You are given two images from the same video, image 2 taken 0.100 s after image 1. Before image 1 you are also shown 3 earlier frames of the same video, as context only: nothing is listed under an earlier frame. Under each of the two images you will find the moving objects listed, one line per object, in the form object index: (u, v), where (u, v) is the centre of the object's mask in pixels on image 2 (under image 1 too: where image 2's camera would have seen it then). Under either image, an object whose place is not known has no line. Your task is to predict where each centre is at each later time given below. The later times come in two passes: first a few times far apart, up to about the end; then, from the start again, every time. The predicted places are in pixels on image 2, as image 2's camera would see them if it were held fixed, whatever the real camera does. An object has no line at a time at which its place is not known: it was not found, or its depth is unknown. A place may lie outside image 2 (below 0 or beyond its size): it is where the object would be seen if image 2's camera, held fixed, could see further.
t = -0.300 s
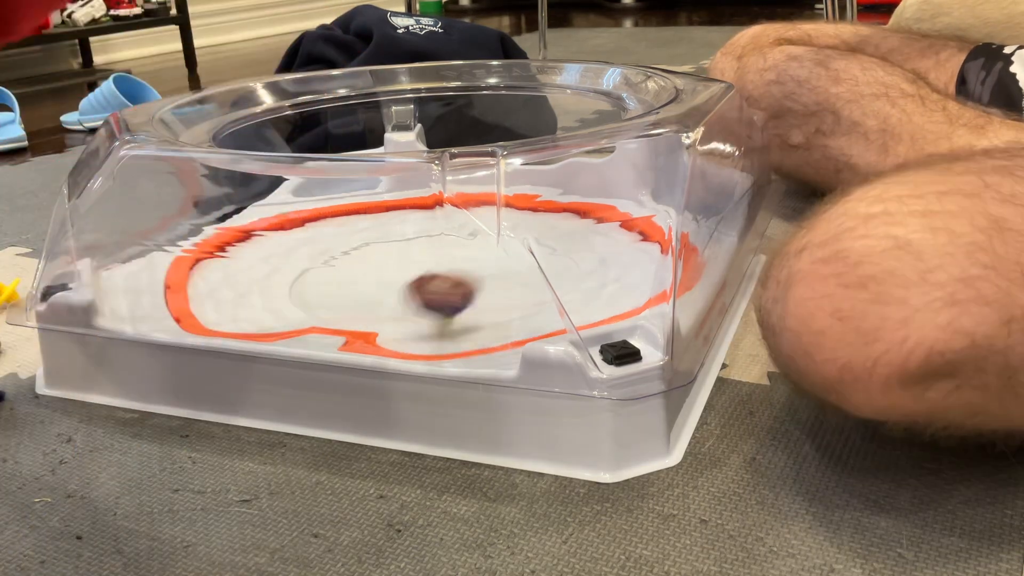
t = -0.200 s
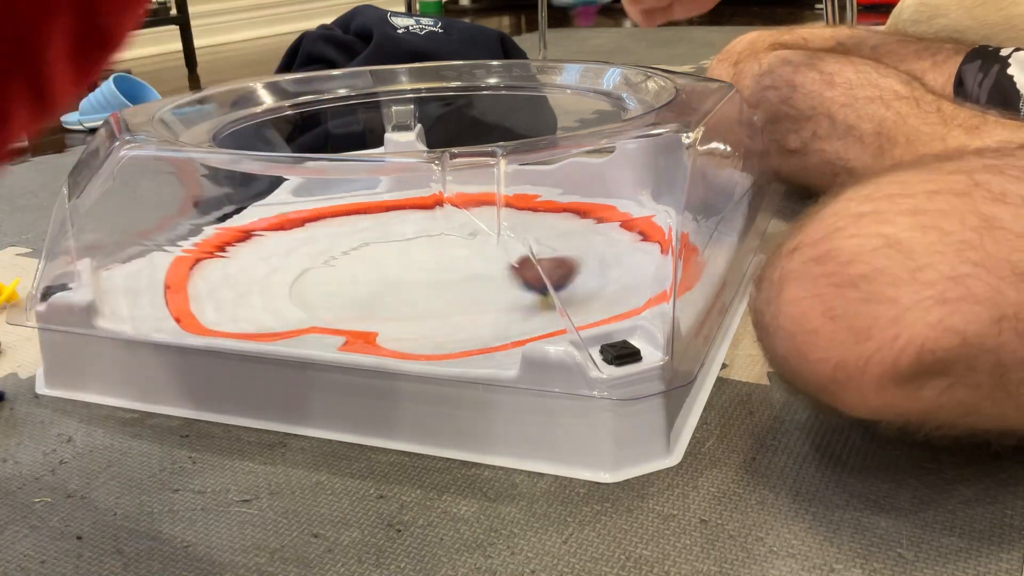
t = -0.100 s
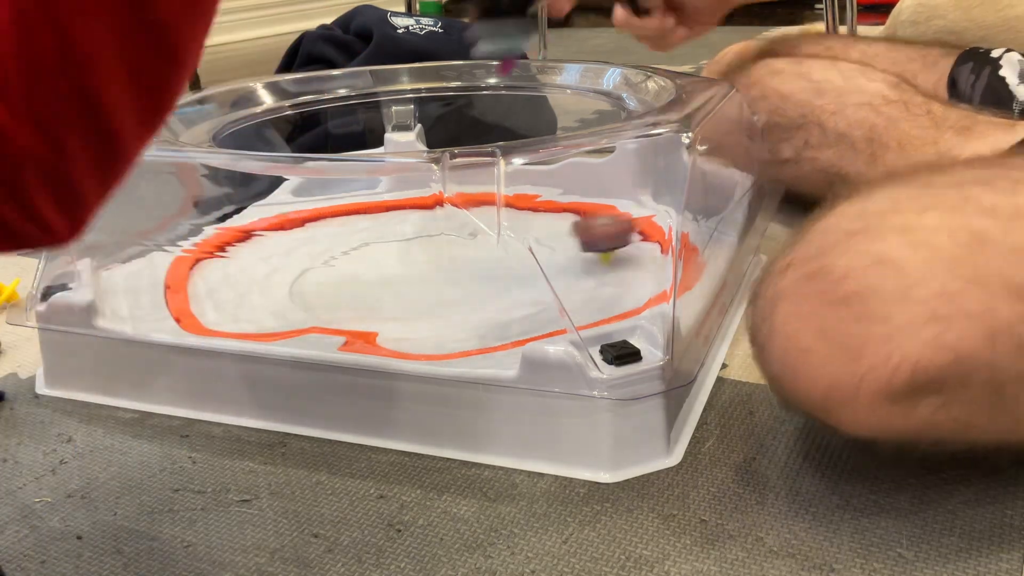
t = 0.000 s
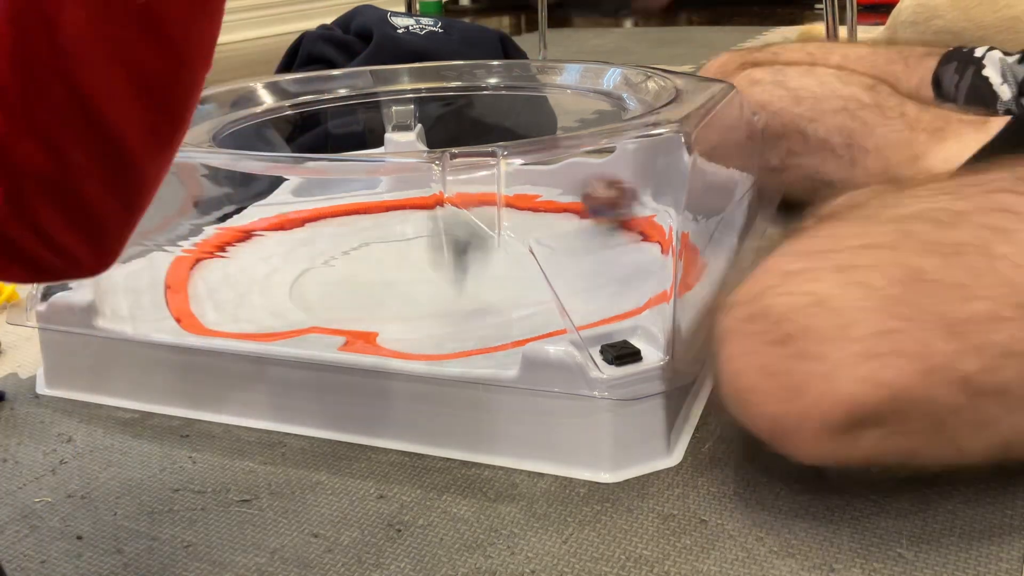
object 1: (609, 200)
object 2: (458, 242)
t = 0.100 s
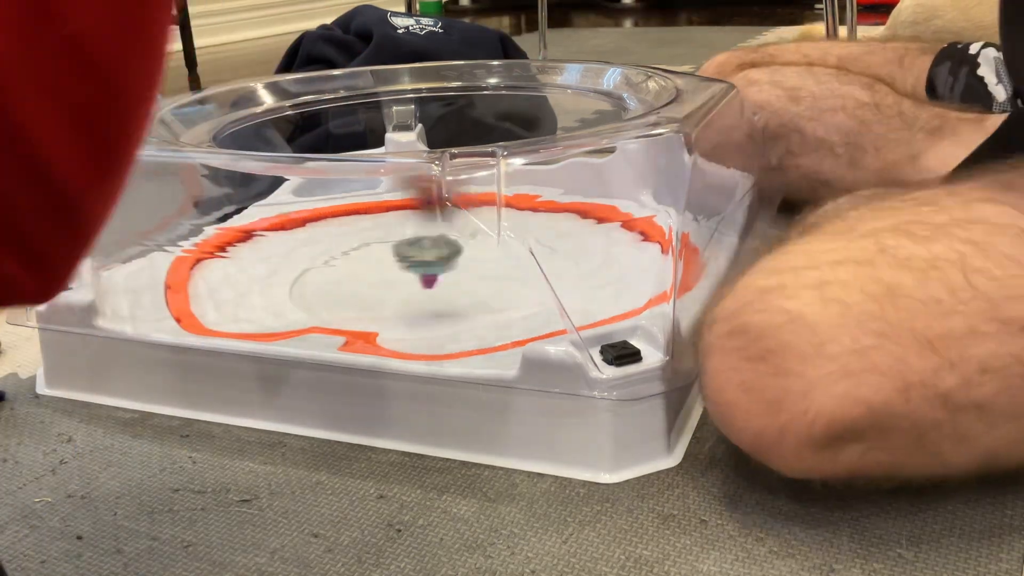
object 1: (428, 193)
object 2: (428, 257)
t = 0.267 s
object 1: (197, 262)
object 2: (398, 274)
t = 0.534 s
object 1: (397, 309)
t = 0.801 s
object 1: (597, 277)
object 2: (461, 306)
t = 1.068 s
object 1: (621, 259)
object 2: (491, 277)
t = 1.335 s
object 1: (505, 273)
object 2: (318, 220)
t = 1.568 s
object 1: (336, 275)
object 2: (212, 241)
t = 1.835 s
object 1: (232, 283)
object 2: (567, 187)
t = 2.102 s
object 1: (344, 281)
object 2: (349, 250)
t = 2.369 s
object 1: (402, 281)
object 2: (254, 245)
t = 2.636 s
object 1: (431, 246)
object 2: (338, 225)
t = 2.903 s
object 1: (468, 225)
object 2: (311, 213)
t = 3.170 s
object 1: (432, 265)
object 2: (332, 220)
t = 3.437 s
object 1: (539, 266)
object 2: (362, 204)
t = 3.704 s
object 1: (482, 253)
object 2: (376, 202)
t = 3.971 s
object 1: (359, 285)
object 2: (410, 232)
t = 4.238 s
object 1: (435, 294)
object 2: (503, 274)
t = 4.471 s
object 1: (462, 258)
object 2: (548, 259)
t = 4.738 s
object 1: (348, 233)
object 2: (505, 257)
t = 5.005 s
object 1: (336, 268)
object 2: (440, 282)
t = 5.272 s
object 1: (360, 269)
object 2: (551, 260)
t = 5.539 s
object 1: (411, 244)
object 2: (504, 258)
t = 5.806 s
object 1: (414, 236)
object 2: (355, 274)
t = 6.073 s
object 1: (475, 253)
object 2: (341, 296)
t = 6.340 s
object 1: (526, 248)
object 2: (459, 284)
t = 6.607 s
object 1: (512, 233)
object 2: (352, 274)
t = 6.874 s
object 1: (457, 264)
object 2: (322, 273)
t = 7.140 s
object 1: (466, 288)
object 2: (381, 275)
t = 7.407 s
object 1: (473, 277)
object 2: (471, 235)
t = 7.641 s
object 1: (391, 266)
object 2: (443, 217)
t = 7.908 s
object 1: (336, 267)
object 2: (411, 251)
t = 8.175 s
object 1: (303, 278)
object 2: (587, 239)
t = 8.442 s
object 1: (387, 274)
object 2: (617, 230)
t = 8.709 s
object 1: (282, 217)
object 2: (567, 238)
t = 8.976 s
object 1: (251, 209)
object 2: (455, 289)
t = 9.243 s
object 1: (319, 238)
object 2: (320, 293)
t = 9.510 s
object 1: (419, 287)
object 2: (209, 270)
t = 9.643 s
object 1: (444, 289)
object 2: (210, 257)
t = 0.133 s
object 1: (368, 195)
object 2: (418, 267)
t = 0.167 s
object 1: (304, 206)
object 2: (409, 285)
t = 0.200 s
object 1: (246, 219)
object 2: (404, 274)
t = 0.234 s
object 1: (204, 238)
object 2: (401, 278)
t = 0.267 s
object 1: (197, 262)
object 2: (398, 274)
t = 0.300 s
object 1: (205, 285)
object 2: (397, 273)
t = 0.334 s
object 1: (232, 302)
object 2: (397, 269)
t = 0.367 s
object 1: (305, 289)
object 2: (398, 266)
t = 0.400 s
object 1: (347, 284)
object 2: (400, 264)
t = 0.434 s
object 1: (391, 285)
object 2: (401, 255)
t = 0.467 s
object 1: (391, 290)
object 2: (441, 224)
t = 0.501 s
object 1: (393, 305)
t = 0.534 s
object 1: (397, 309)
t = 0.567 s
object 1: (406, 319)
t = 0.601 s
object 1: (442, 301)
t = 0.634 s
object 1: (477, 296)
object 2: (480, 220)
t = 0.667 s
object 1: (513, 307)
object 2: (489, 254)
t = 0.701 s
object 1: (538, 293)
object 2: (482, 267)
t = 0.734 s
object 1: (562, 288)
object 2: (479, 287)
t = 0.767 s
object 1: (583, 287)
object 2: (470, 293)
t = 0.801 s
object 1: (597, 277)
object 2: (461, 306)
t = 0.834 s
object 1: (610, 278)
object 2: (451, 316)
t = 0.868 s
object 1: (618, 271)
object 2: (455, 318)
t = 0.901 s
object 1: (621, 268)
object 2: (479, 308)
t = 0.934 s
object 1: (620, 267)
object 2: (499, 297)
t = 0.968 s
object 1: (615, 266)
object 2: (515, 286)
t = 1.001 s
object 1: (605, 266)
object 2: (527, 279)
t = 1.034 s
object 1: (613, 264)
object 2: (513, 279)
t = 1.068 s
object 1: (621, 259)
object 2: (491, 277)
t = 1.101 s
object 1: (623, 257)
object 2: (473, 271)
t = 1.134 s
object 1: (620, 256)
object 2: (449, 264)
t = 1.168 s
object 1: (610, 257)
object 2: (424, 256)
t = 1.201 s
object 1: (595, 258)
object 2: (399, 249)
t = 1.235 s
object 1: (574, 259)
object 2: (374, 241)
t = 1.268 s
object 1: (550, 264)
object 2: (350, 233)
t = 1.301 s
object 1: (528, 272)
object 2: (331, 222)
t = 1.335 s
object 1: (505, 273)
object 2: (318, 220)
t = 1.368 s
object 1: (478, 276)
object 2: (303, 227)
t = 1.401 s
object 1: (456, 277)
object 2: (289, 225)
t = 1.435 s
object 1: (429, 277)
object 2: (273, 227)
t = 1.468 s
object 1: (403, 278)
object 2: (255, 229)
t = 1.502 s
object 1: (379, 277)
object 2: (236, 231)
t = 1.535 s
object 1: (356, 275)
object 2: (213, 233)
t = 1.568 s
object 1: (336, 275)
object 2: (212, 241)
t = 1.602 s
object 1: (319, 276)
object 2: (217, 269)
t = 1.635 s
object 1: (303, 276)
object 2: (225, 289)
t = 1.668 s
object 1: (294, 274)
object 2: (247, 302)
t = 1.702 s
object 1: (285, 278)
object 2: (348, 300)
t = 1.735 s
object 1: (275, 281)
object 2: (422, 288)
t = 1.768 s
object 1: (264, 283)
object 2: (483, 263)
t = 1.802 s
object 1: (249, 284)
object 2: (536, 233)
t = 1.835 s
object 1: (232, 283)
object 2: (567, 187)
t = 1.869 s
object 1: (216, 284)
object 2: (565, 174)
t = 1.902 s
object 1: (202, 285)
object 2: (542, 179)
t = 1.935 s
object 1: (226, 290)
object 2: (520, 202)
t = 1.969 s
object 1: (277, 301)
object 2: (492, 230)
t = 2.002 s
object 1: (307, 292)
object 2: (456, 233)
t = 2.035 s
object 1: (319, 291)
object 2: (424, 251)
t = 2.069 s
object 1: (332, 281)
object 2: (386, 259)
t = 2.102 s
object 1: (344, 281)
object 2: (349, 250)
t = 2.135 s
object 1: (349, 275)
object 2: (329, 238)
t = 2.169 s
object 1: (357, 282)
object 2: (311, 237)
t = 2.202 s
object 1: (364, 284)
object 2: (292, 231)
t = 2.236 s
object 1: (370, 284)
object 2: (274, 223)
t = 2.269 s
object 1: (377, 284)
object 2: (254, 219)
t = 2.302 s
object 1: (385, 284)
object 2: (247, 215)
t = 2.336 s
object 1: (394, 282)
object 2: (249, 221)
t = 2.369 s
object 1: (402, 281)
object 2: (254, 245)
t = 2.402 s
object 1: (408, 278)
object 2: (261, 271)
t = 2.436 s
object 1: (414, 273)
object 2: (269, 271)
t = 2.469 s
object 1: (418, 268)
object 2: (281, 286)
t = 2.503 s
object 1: (418, 263)
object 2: (298, 299)
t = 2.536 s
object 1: (417, 259)
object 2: (322, 262)
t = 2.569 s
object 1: (414, 255)
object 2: (343, 248)
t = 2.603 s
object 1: (415, 251)
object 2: (357, 239)
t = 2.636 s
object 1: (431, 246)
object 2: (338, 225)
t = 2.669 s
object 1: (451, 243)
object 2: (321, 216)
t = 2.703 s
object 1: (468, 236)
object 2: (305, 195)
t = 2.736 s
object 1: (473, 232)
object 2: (305, 191)
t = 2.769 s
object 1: (476, 230)
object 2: (306, 193)
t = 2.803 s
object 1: (476, 229)
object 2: (307, 205)
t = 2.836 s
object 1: (475, 229)
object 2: (308, 205)
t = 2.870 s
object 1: (472, 227)
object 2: (309, 210)
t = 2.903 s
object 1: (468, 225)
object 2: (311, 213)
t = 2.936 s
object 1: (457, 227)
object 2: (313, 215)
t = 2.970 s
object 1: (450, 228)
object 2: (315, 218)
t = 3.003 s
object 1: (441, 233)
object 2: (316, 219)
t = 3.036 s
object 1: (434, 238)
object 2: (319, 220)
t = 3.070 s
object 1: (428, 246)
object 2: (321, 221)
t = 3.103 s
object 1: (427, 253)
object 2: (325, 221)
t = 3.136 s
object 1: (428, 259)
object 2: (328, 221)
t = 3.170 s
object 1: (432, 265)
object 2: (332, 220)
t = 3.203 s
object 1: (440, 270)
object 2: (337, 219)
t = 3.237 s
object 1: (450, 274)
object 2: (341, 218)
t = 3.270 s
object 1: (464, 276)
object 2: (346, 215)
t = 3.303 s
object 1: (477, 277)
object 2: (350, 212)
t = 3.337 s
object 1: (494, 276)
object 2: (353, 211)
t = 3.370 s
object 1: (511, 274)
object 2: (356, 208)
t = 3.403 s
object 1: (526, 270)
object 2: (360, 206)
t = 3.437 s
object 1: (539, 266)
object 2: (362, 204)
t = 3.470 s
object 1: (545, 259)
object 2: (365, 201)
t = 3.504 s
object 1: (549, 256)
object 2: (367, 201)
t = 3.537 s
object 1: (547, 254)
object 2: (369, 201)
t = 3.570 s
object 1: (540, 253)
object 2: (371, 201)
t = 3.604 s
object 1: (531, 249)
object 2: (371, 201)
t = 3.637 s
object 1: (520, 250)
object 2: (373, 201)
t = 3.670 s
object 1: (504, 249)
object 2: (374, 201)
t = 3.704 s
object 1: (482, 253)
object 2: (376, 202)
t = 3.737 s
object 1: (463, 256)
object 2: (379, 203)
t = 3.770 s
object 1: (444, 258)
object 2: (382, 205)
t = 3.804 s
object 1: (426, 262)
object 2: (386, 207)
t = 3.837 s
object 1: (408, 266)
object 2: (390, 210)
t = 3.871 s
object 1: (393, 270)
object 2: (395, 213)
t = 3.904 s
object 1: (379, 276)
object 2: (401, 218)
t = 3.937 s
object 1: (368, 280)
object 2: (406, 223)
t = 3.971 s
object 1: (359, 285)
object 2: (410, 232)
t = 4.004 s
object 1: (356, 288)
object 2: (415, 239)
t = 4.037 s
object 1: (357, 292)
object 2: (420, 247)
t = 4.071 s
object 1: (362, 294)
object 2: (428, 254)
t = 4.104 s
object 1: (372, 296)
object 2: (439, 262)
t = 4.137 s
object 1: (385, 297)
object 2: (454, 267)
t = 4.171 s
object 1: (401, 297)
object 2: (470, 272)
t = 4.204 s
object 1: (418, 296)
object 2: (485, 275)
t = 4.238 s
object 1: (435, 294)
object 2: (503, 274)
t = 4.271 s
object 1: (451, 291)
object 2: (520, 274)
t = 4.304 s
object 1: (464, 286)
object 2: (538, 271)
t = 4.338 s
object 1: (472, 282)
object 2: (552, 268)
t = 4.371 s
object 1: (474, 276)
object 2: (555, 260)
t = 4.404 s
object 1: (474, 270)
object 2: (554, 263)
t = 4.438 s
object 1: (469, 263)
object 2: (552, 261)
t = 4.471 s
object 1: (462, 258)
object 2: (548, 259)
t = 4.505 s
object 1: (452, 252)
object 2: (544, 257)
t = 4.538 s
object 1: (438, 246)
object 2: (540, 257)
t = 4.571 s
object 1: (426, 242)
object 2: (535, 256)
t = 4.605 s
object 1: (412, 238)
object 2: (529, 255)
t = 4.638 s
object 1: (396, 234)
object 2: (524, 256)
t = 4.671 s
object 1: (379, 232)
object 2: (518, 256)
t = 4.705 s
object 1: (364, 232)
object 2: (512, 257)
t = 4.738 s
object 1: (348, 233)
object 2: (505, 257)
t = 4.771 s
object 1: (335, 235)
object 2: (493, 259)
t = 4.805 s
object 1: (331, 240)
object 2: (484, 261)
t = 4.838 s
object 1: (328, 246)
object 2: (474, 264)
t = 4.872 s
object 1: (327, 252)
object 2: (462, 266)
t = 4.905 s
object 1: (330, 257)
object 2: (449, 269)
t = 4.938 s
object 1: (337, 262)
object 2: (436, 272)
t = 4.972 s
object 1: (348, 269)
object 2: (423, 276)
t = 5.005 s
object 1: (336, 268)
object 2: (440, 282)
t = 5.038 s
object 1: (315, 266)
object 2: (470, 283)
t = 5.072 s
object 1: (301, 263)
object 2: (495, 284)
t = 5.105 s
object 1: (298, 264)
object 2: (523, 280)
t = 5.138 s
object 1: (311, 267)
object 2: (540, 270)
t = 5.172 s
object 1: (324, 268)
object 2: (545, 269)
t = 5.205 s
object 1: (337, 269)
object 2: (548, 266)
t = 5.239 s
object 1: (349, 269)
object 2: (550, 265)
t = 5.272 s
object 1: (360, 269)
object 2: (551, 260)
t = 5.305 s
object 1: (370, 268)
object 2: (550, 257)
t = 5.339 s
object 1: (380, 265)
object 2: (548, 256)
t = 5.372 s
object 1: (387, 263)
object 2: (544, 256)
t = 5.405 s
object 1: (394, 261)
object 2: (538, 257)
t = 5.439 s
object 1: (400, 257)
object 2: (533, 257)
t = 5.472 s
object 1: (403, 252)
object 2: (524, 257)
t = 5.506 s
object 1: (410, 247)
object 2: (515, 258)
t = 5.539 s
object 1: (411, 244)
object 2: (504, 258)
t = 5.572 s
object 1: (412, 241)
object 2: (487, 260)
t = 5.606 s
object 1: (413, 238)
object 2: (471, 262)
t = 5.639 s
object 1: (413, 234)
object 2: (453, 262)
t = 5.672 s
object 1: (412, 229)
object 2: (433, 263)
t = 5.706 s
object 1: (410, 229)
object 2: (414, 266)
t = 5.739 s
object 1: (411, 229)
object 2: (393, 268)
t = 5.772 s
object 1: (412, 233)
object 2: (373, 271)
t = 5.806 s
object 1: (414, 236)
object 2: (355, 274)
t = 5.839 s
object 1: (417, 239)
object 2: (341, 277)
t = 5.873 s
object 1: (421, 243)
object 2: (330, 280)
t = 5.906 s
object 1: (427, 245)
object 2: (323, 285)
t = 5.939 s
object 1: (434, 247)
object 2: (321, 288)
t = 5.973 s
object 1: (445, 249)
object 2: (323, 291)
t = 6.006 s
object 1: (455, 252)
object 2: (326, 293)
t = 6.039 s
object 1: (465, 253)
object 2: (331, 295)
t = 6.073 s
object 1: (475, 253)
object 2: (341, 296)
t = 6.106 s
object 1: (487, 252)
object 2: (351, 296)
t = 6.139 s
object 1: (500, 252)
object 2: (364, 296)
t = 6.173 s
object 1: (508, 251)
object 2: (378, 297)
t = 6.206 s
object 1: (515, 250)
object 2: (394, 296)
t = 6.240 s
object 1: (521, 249)
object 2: (411, 295)
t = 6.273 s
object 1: (525, 249)
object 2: (429, 292)
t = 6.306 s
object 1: (526, 248)
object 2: (445, 288)
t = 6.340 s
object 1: (526, 248)
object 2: (459, 284)
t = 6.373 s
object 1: (525, 248)
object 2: (471, 277)
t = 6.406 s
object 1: (527, 246)
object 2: (465, 274)
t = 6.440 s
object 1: (544, 233)
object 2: (440, 277)
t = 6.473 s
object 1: (552, 226)
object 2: (417, 279)
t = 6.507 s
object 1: (537, 223)
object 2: (398, 278)
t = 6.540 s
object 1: (528, 226)
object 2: (381, 277)
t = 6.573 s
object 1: (519, 229)
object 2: (366, 276)
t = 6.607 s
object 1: (512, 233)
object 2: (352, 274)
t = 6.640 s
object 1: (501, 231)
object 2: (339, 273)
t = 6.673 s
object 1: (495, 234)
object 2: (329, 272)
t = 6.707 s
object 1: (488, 238)
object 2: (323, 272)
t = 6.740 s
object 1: (478, 243)
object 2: (318, 273)
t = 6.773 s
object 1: (473, 247)
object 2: (317, 273)
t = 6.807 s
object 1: (466, 253)
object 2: (317, 273)
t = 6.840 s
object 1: (462, 258)
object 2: (318, 273)
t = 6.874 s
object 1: (457, 264)
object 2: (322, 273)
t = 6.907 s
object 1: (455, 268)
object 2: (326, 273)
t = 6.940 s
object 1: (453, 273)
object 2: (331, 274)
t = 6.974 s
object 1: (452, 277)
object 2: (335, 274)
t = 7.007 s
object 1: (452, 281)
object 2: (341, 274)
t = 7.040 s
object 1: (454, 284)
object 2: (348, 275)
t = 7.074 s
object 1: (456, 286)
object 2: (357, 275)
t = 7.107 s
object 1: (461, 287)
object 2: (368, 275)
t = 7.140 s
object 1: (466, 288)
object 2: (381, 275)
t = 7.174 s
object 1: (472, 288)
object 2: (395, 272)
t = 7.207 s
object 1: (477, 287)
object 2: (409, 270)
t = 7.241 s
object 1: (482, 286)
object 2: (425, 265)
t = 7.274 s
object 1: (485, 285)
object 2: (437, 262)
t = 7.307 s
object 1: (483, 284)
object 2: (448, 254)
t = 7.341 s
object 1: (482, 282)
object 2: (459, 248)
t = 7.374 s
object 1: (478, 280)
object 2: (469, 241)
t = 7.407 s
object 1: (473, 277)
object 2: (471, 235)
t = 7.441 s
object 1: (465, 276)
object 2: (471, 231)
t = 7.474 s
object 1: (454, 275)
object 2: (471, 226)
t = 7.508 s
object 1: (442, 274)
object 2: (469, 222)
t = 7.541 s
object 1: (429, 271)
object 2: (465, 219)
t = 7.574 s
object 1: (416, 269)
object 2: (455, 217)
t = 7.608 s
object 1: (403, 267)
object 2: (449, 217)
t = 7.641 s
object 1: (391, 266)
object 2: (443, 217)
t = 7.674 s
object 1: (380, 264)
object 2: (436, 218)
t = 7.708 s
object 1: (368, 263)
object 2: (431, 221)
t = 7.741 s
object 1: (357, 262)
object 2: (427, 225)
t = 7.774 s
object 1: (347, 262)
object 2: (421, 230)
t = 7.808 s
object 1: (340, 262)
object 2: (418, 234)
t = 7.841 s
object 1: (336, 263)
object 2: (414, 240)
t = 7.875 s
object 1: (334, 266)
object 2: (413, 245)
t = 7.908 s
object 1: (336, 267)
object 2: (411, 251)
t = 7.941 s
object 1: (341, 269)
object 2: (412, 257)
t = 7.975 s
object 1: (347, 271)
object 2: (417, 264)
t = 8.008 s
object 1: (321, 272)
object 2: (458, 268)
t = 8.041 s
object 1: (300, 273)
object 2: (498, 264)
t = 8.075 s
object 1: (295, 272)
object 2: (531, 258)
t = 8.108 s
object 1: (297, 273)
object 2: (561, 252)
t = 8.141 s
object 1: (300, 276)
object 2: (577, 240)
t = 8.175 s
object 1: (303, 278)
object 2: (587, 239)
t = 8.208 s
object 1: (309, 280)
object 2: (596, 236)
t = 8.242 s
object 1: (319, 282)
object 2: (608, 235)
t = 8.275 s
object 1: (329, 283)
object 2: (620, 234)
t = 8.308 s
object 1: (340, 282)
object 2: (634, 233)
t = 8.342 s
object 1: (353, 281)
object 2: (642, 231)
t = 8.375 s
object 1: (365, 279)
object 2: (661, 231)
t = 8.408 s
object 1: (376, 276)
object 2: (647, 225)
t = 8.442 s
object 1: (387, 274)
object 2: (617, 230)
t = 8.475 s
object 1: (397, 268)
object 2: (586, 229)
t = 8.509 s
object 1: (409, 265)
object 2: (556, 234)
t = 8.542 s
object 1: (418, 261)
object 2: (524, 244)
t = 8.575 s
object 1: (426, 256)
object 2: (497, 248)
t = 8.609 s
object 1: (384, 247)
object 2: (518, 250)
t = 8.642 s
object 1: (340, 235)
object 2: (547, 241)
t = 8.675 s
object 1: (309, 225)
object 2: (568, 243)
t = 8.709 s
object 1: (282, 217)
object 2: (567, 238)
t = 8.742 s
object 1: (254, 216)
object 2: (566, 247)
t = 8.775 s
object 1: (245, 211)
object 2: (560, 254)
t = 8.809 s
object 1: (241, 210)
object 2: (541, 263)
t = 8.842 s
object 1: (240, 209)
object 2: (526, 271)
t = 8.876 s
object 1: (240, 208)
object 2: (508, 277)
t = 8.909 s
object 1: (243, 208)
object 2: (489, 284)
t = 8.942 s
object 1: (247, 208)
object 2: (472, 286)
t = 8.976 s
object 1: (251, 209)
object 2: (455, 289)
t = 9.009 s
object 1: (257, 209)
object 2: (437, 292)
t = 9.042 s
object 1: (265, 214)
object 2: (421, 295)
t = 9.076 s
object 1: (275, 222)
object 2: (404, 296)
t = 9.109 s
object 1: (285, 221)
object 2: (387, 296)
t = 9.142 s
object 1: (295, 225)
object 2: (371, 296)
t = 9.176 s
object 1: (303, 227)
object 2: (354, 295)
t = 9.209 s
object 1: (311, 233)
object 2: (337, 294)
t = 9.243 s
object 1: (319, 238)
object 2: (320, 293)
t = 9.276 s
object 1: (326, 242)
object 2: (303, 291)
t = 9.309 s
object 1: (337, 248)
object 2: (287, 289)
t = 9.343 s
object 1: (347, 255)
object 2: (271, 287)
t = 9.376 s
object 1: (361, 262)
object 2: (254, 283)
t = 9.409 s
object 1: (376, 271)
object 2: (241, 281)
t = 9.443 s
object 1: (388, 274)
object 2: (229, 277)
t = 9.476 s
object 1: (406, 283)
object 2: (217, 274)
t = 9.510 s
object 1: (419, 287)
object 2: (209, 270)
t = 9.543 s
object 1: (429, 289)
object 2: (203, 264)
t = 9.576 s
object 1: (438, 289)
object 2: (197, 260)
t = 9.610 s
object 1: (443, 288)
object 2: (198, 260)
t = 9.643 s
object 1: (444, 289)
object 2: (210, 257)
